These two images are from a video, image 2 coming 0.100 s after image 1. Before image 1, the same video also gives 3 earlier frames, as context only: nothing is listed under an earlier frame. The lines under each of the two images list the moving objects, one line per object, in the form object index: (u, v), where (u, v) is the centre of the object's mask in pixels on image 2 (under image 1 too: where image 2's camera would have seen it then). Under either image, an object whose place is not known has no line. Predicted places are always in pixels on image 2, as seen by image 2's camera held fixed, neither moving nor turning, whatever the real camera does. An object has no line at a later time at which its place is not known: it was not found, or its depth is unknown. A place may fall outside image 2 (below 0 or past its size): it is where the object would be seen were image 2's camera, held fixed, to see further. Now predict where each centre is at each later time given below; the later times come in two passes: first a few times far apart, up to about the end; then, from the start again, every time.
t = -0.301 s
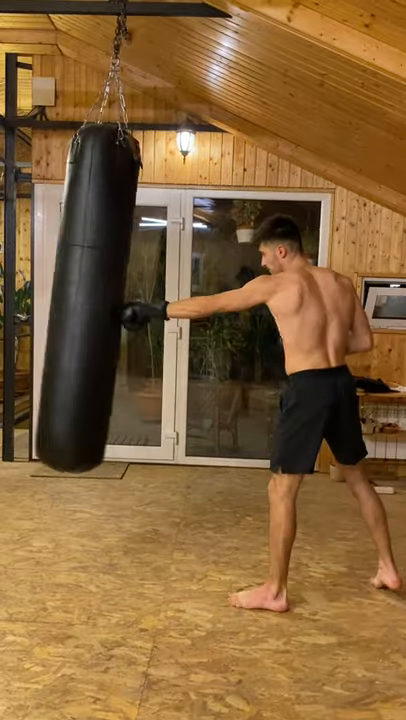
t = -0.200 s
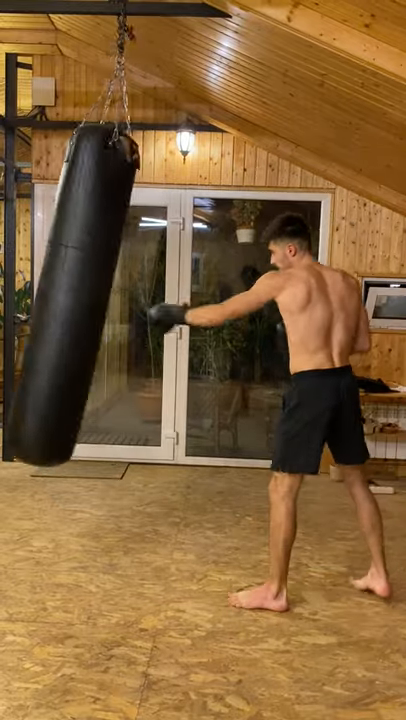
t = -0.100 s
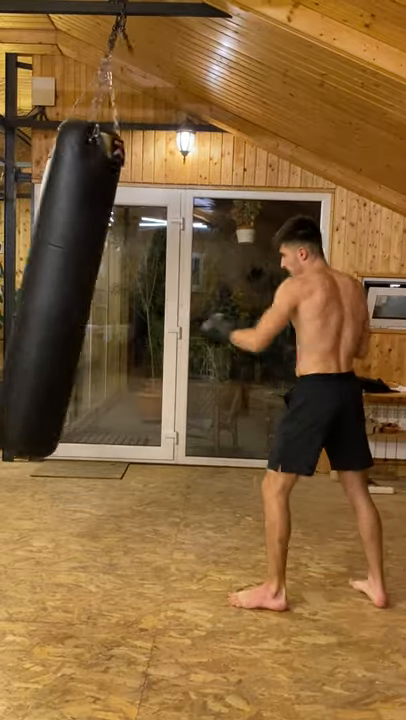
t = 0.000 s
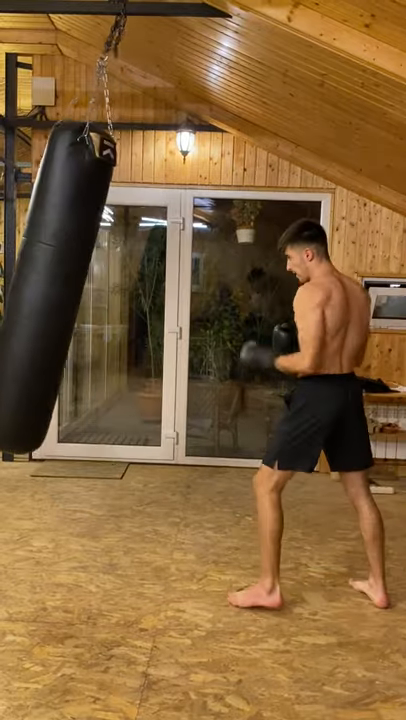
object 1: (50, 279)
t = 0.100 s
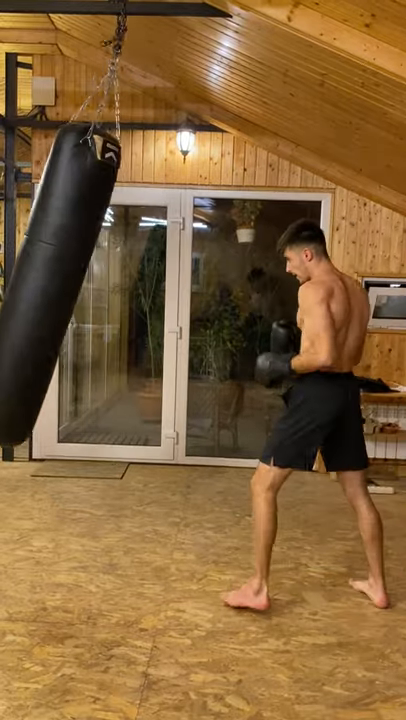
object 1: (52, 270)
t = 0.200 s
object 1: (51, 267)
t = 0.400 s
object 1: (53, 278)
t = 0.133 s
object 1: (52, 268)
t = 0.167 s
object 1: (52, 267)
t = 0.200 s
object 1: (51, 267)
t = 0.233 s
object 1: (50, 268)
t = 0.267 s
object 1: (49, 269)
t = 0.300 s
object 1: (48, 271)
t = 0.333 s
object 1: (49, 273)
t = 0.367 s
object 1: (51, 275)
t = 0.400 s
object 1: (53, 278)
